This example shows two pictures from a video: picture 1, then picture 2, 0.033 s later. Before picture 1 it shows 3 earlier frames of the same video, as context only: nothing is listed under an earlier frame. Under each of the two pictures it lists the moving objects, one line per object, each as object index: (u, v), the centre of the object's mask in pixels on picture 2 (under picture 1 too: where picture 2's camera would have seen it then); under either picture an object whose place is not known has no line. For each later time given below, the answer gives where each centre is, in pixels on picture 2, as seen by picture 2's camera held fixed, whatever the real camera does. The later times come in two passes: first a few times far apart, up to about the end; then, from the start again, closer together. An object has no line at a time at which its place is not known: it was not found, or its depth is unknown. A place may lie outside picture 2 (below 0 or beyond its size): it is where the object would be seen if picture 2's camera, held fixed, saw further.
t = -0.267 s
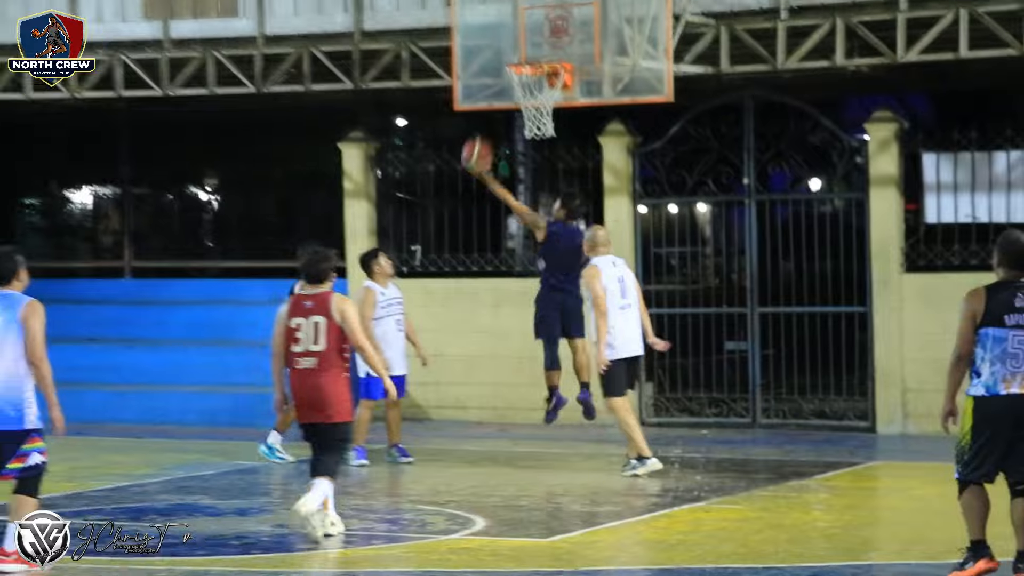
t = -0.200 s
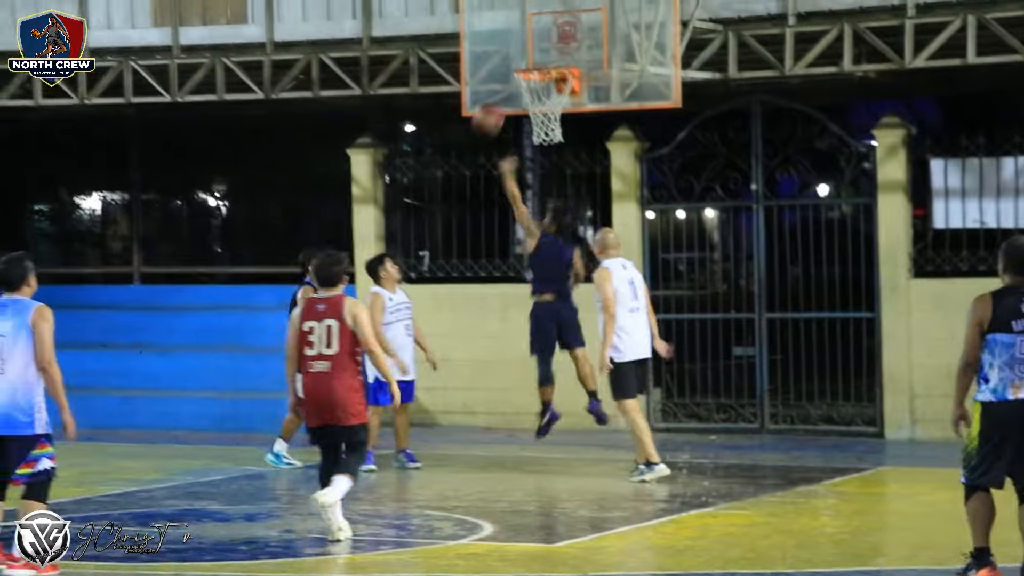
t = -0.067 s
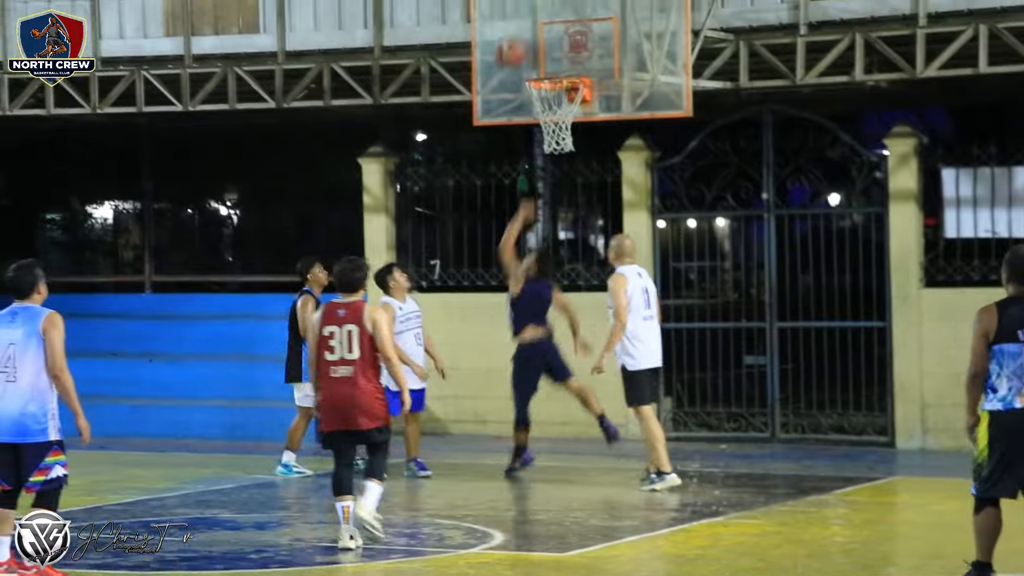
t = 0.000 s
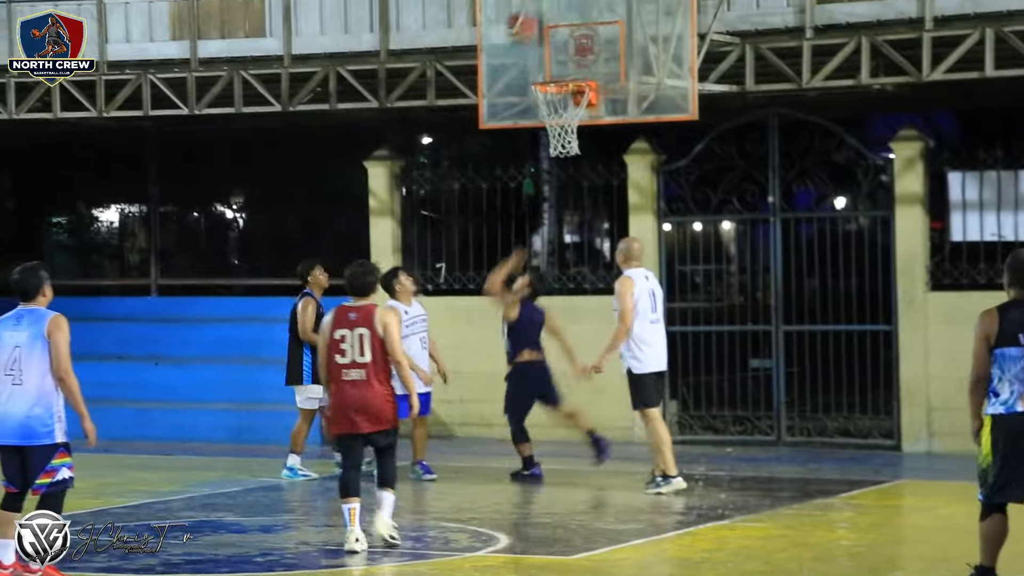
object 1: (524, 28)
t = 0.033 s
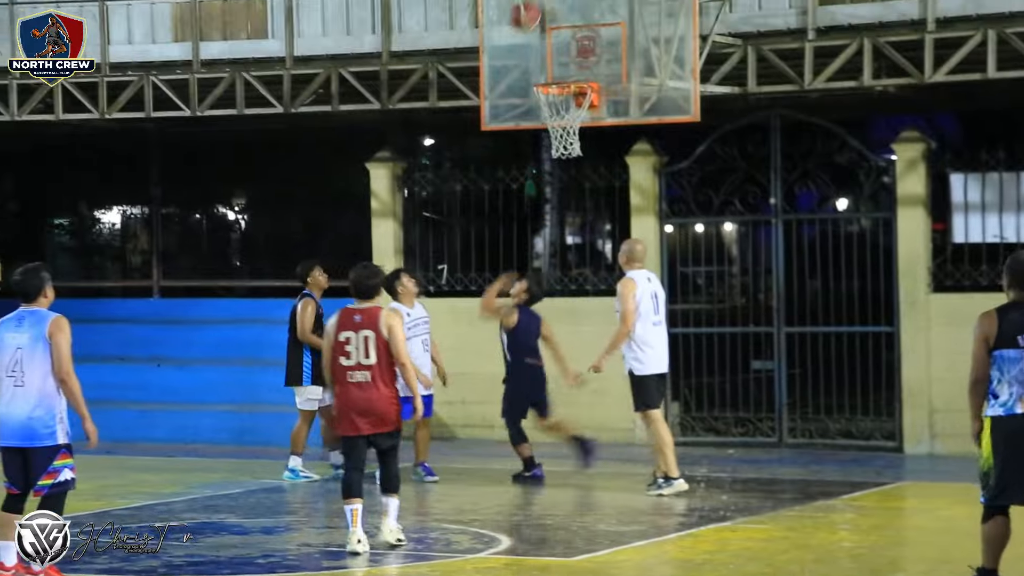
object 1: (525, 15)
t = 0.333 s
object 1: (531, 2)
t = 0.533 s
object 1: (534, 50)
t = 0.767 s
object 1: (493, 35)
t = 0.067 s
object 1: (526, 9)
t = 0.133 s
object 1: (527, 3)
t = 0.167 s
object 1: (527, 1)
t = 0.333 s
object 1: (531, 2)
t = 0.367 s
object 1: (531, 4)
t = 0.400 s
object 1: (531, 9)
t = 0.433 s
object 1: (531, 17)
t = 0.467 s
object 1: (531, 26)
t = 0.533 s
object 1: (534, 50)
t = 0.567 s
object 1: (535, 64)
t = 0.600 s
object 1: (532, 68)
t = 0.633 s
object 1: (524, 59)
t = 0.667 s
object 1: (517, 51)
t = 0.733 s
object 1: (502, 39)
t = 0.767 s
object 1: (493, 35)
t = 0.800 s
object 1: (484, 32)
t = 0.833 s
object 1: (478, 32)
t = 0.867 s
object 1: (469, 32)
